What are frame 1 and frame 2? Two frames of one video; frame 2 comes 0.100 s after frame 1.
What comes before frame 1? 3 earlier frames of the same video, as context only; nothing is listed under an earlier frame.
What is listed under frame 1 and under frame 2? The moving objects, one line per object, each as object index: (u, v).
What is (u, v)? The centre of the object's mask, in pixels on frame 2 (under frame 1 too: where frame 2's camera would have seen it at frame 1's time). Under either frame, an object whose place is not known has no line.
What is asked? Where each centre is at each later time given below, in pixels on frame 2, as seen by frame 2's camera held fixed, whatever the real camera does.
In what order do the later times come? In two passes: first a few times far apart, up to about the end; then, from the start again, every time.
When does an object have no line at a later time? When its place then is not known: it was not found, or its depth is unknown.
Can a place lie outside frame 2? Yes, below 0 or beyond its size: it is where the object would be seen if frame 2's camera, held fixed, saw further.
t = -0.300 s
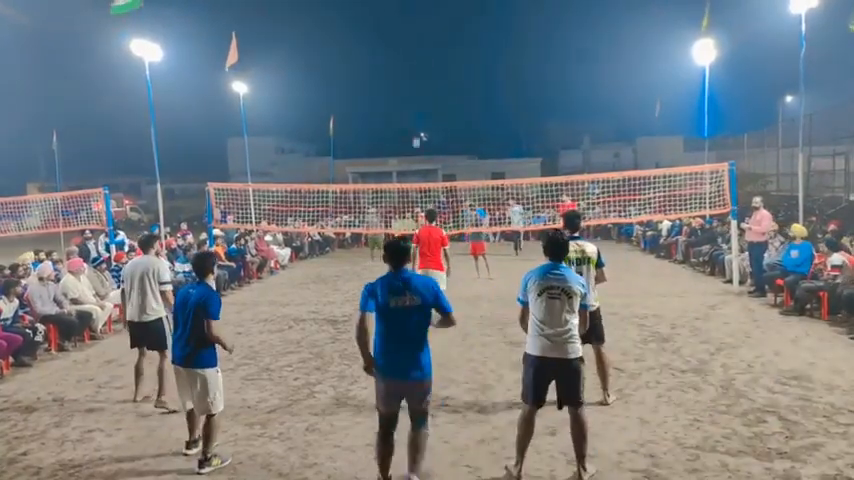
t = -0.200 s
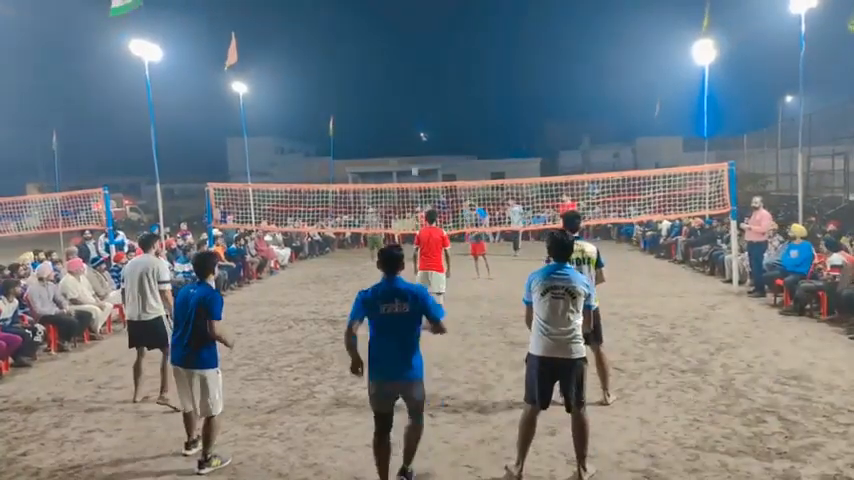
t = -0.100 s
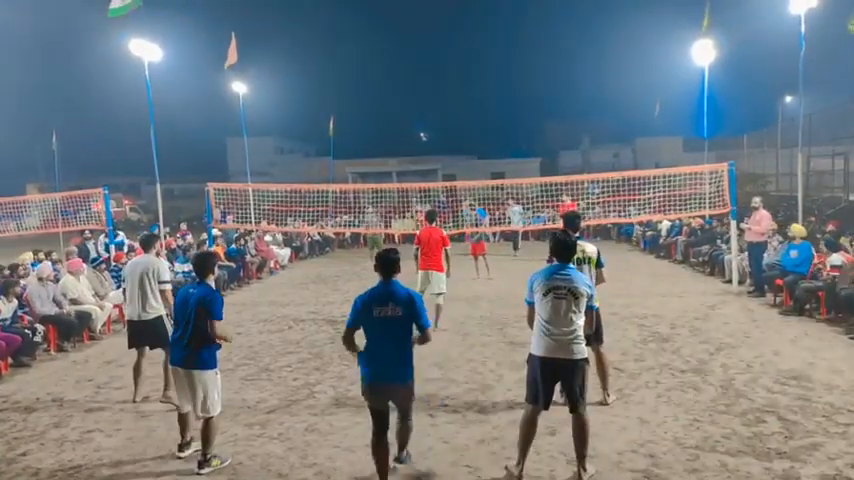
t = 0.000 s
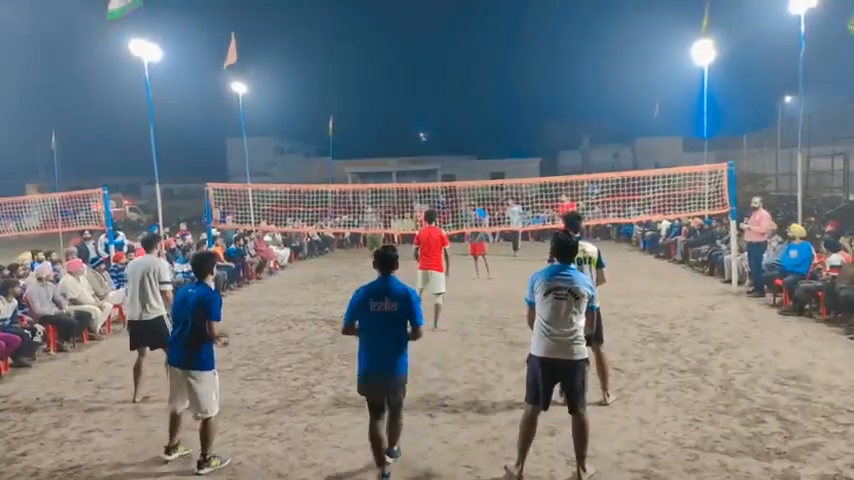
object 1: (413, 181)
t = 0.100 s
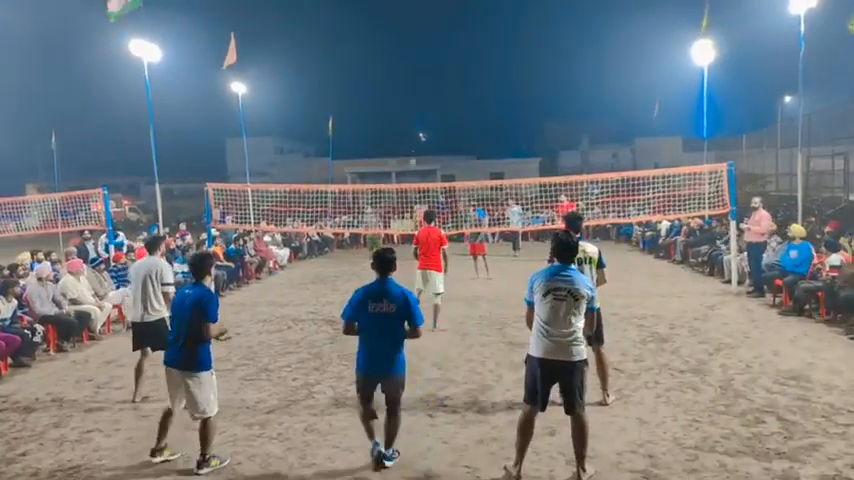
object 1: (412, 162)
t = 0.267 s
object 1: (411, 129)
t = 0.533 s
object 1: (409, 88)
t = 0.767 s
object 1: (407, 71)
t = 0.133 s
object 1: (411, 155)
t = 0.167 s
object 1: (411, 148)
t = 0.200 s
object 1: (411, 141)
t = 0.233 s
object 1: (411, 135)
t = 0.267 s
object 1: (411, 129)
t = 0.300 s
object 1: (411, 123)
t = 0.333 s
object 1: (410, 117)
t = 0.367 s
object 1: (410, 111)
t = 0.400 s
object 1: (410, 106)
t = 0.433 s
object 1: (410, 101)
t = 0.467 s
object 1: (409, 96)
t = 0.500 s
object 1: (409, 92)
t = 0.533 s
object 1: (409, 88)
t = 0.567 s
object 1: (409, 84)
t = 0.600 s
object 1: (408, 81)
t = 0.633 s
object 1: (408, 78)
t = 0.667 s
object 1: (408, 75)
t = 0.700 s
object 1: (408, 73)
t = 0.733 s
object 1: (408, 72)
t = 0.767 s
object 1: (407, 71)
